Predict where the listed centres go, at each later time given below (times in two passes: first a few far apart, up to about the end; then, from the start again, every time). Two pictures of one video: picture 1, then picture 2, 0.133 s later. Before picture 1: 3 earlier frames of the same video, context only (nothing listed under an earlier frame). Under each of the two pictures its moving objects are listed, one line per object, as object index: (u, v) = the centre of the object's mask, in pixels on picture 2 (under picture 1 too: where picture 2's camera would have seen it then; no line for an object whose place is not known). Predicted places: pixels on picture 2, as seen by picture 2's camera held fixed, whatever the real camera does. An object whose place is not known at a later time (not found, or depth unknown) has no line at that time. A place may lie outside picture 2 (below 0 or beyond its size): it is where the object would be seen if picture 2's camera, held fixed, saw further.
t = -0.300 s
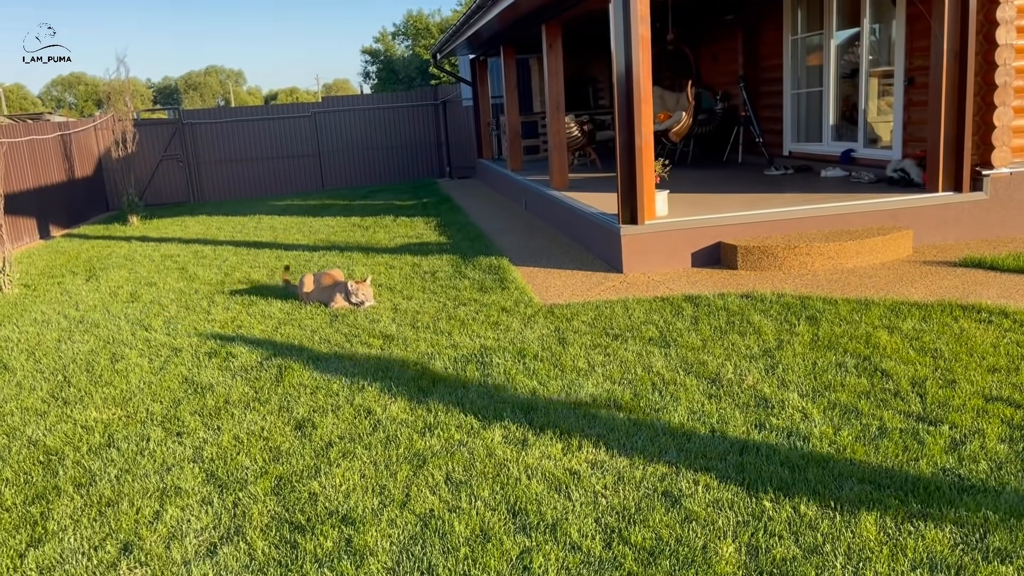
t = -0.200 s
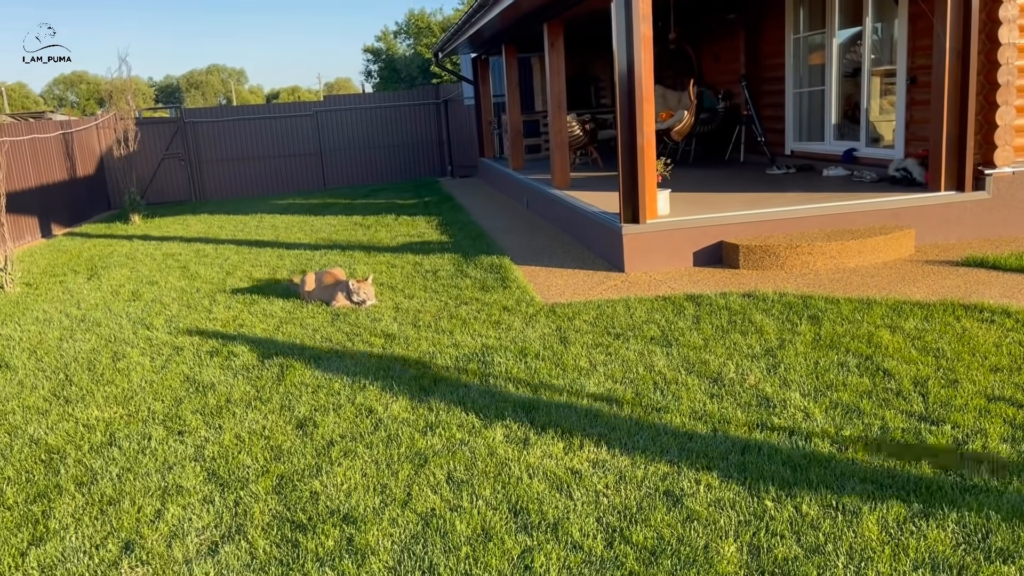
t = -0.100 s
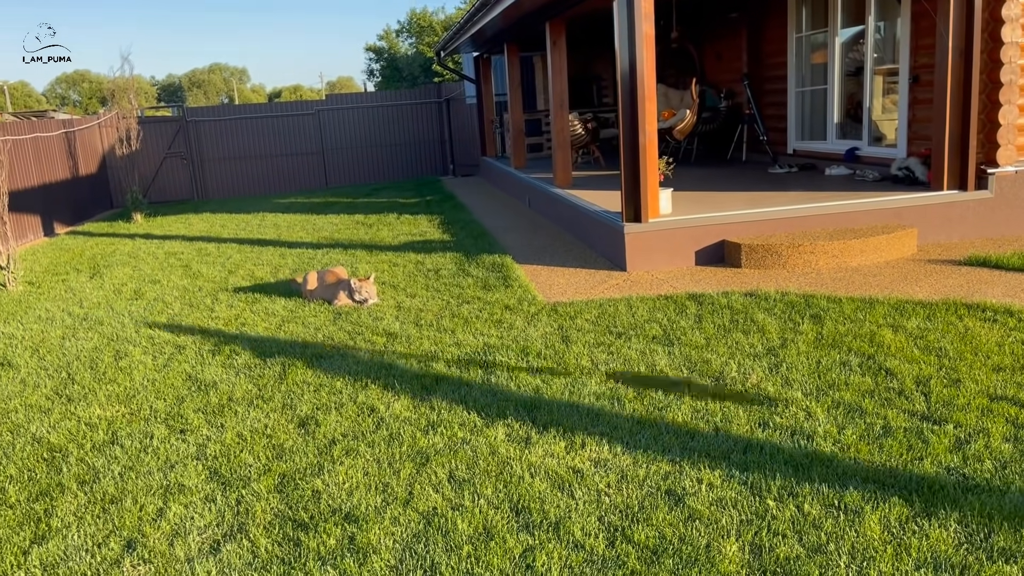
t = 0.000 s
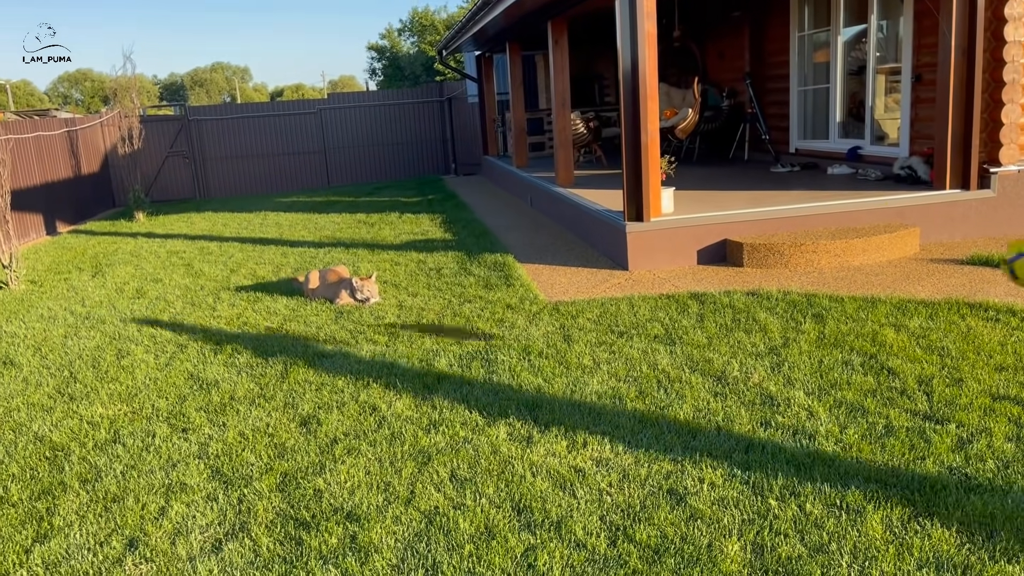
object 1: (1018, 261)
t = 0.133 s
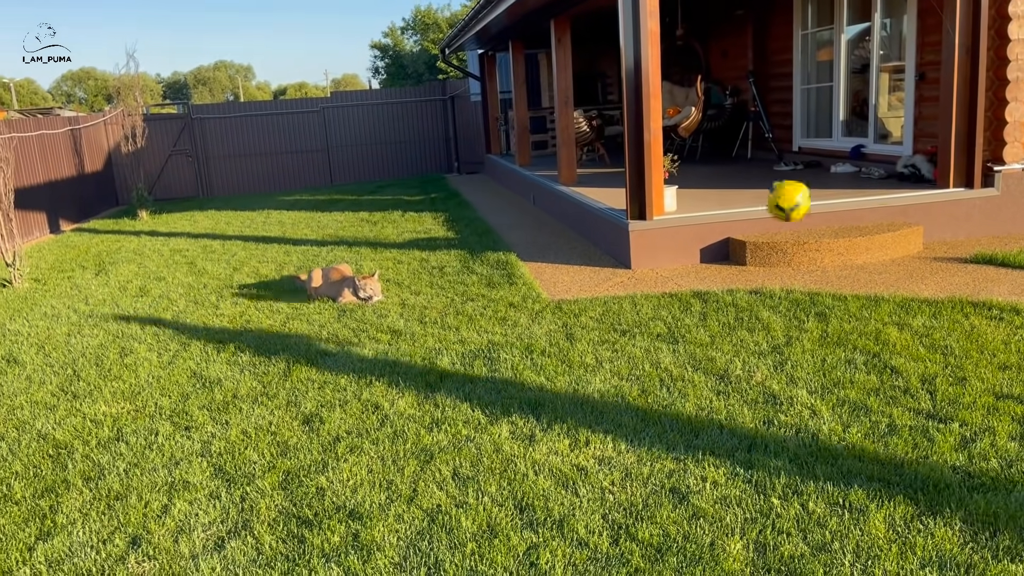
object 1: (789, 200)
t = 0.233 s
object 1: (664, 189)
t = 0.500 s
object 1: (456, 222)
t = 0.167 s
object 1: (744, 194)
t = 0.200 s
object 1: (702, 190)
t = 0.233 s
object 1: (664, 189)
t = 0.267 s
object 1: (630, 189)
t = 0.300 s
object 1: (598, 191)
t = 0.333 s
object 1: (568, 194)
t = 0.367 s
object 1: (542, 198)
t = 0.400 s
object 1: (517, 202)
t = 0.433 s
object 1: (494, 208)
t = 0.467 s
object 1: (474, 214)
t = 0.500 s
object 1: (456, 222)
